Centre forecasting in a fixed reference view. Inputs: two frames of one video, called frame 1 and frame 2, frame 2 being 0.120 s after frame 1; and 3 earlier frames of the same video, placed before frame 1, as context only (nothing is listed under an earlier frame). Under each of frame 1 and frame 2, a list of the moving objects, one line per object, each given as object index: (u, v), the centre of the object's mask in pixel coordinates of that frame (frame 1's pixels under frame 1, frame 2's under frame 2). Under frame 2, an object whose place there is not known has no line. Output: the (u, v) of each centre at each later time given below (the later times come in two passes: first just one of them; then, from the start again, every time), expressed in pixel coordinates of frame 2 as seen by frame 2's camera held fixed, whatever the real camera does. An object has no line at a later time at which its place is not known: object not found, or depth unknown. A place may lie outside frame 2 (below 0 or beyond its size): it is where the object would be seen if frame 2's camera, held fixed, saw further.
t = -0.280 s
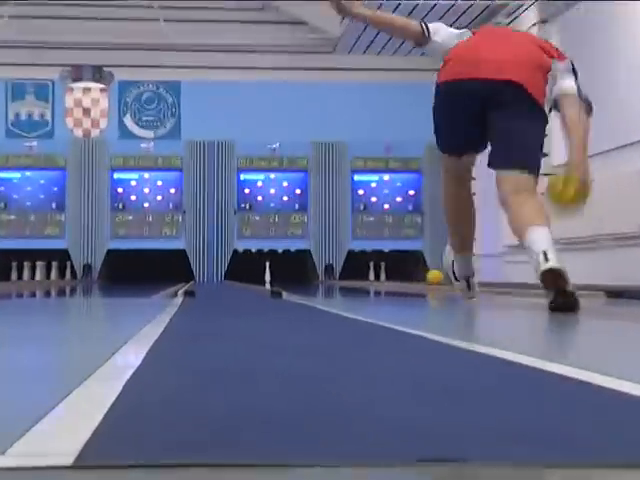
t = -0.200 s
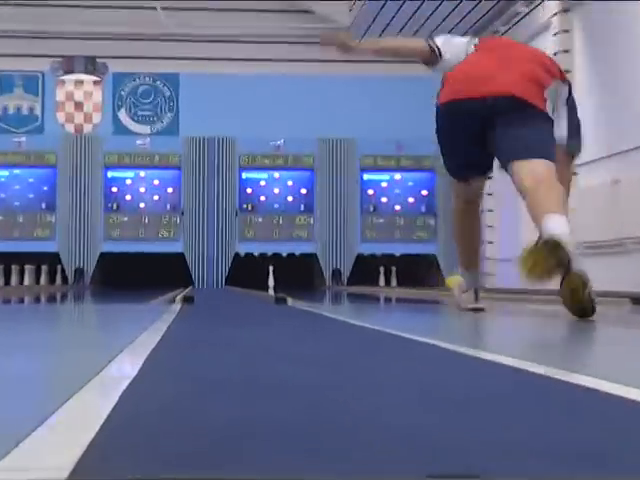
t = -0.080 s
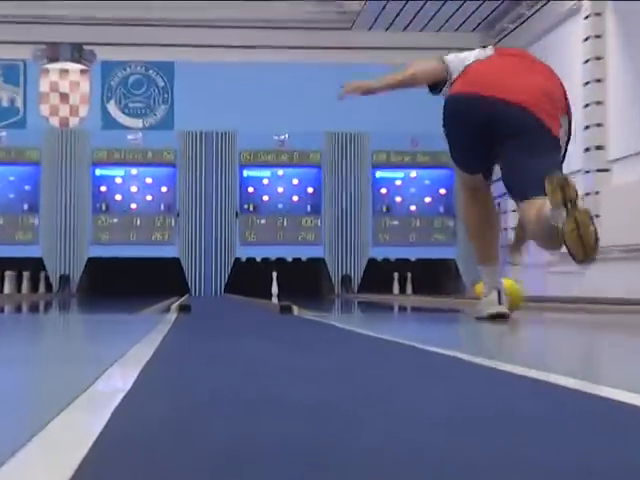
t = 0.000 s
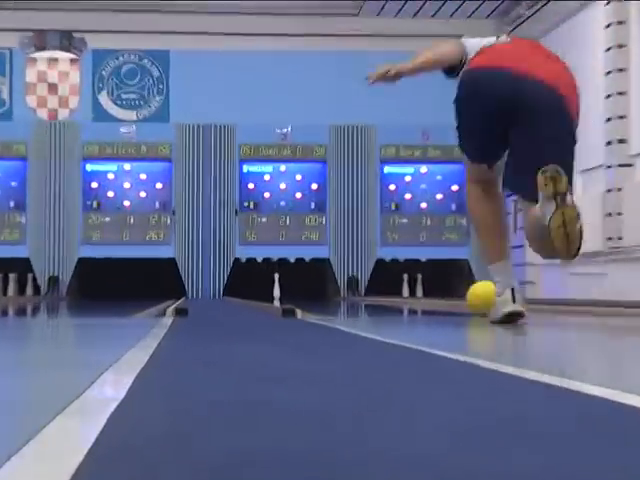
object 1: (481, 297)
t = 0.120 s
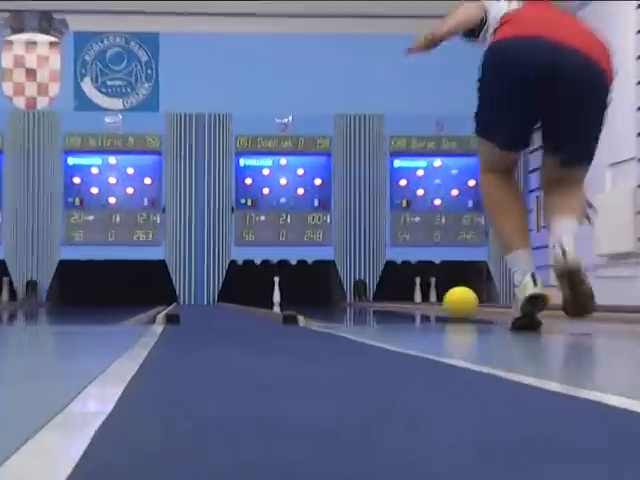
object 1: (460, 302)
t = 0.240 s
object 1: (434, 302)
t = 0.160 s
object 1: (450, 301)
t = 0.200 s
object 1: (442, 303)
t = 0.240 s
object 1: (434, 302)
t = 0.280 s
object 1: (425, 302)
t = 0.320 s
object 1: (418, 301)
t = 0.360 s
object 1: (411, 300)
